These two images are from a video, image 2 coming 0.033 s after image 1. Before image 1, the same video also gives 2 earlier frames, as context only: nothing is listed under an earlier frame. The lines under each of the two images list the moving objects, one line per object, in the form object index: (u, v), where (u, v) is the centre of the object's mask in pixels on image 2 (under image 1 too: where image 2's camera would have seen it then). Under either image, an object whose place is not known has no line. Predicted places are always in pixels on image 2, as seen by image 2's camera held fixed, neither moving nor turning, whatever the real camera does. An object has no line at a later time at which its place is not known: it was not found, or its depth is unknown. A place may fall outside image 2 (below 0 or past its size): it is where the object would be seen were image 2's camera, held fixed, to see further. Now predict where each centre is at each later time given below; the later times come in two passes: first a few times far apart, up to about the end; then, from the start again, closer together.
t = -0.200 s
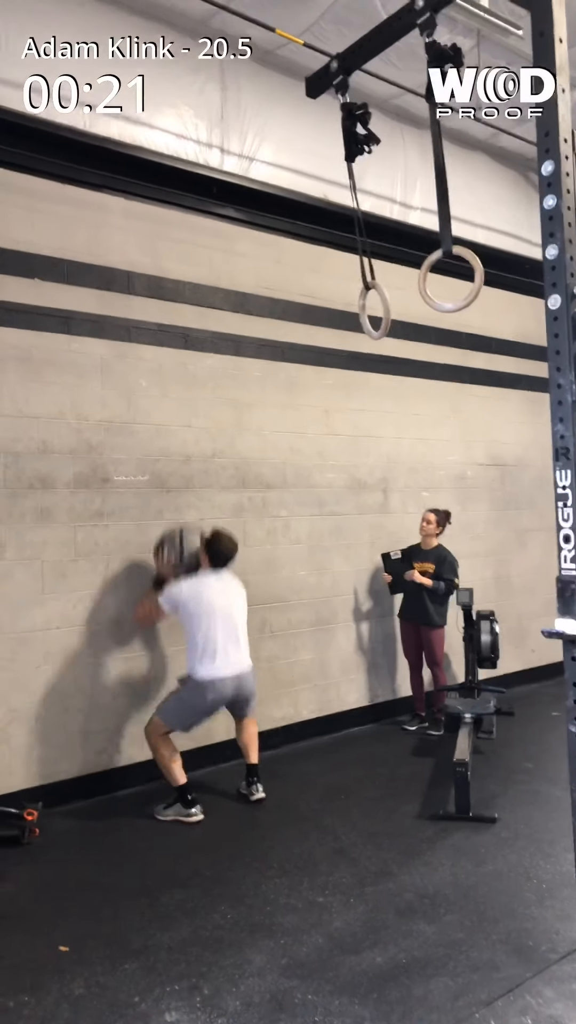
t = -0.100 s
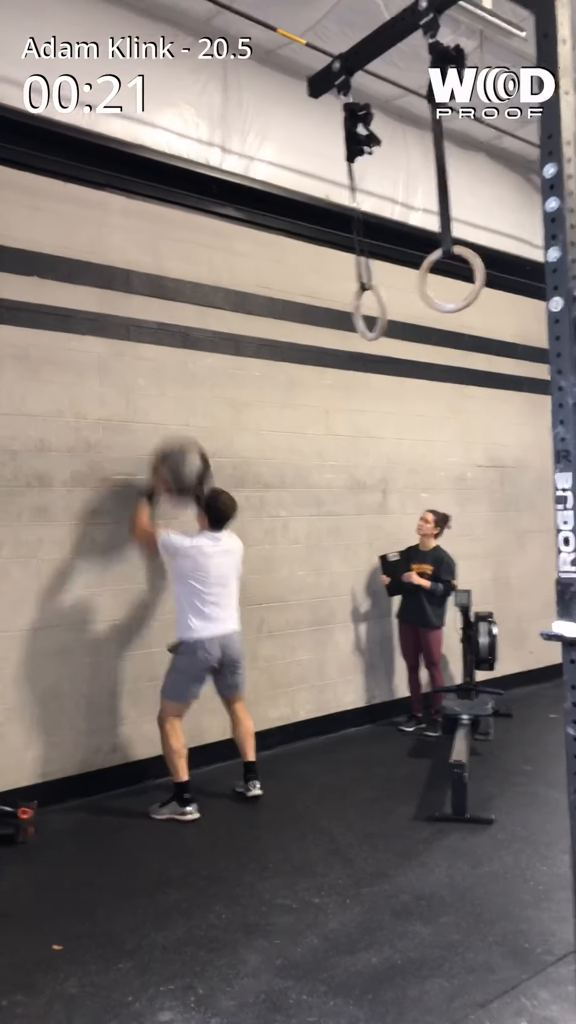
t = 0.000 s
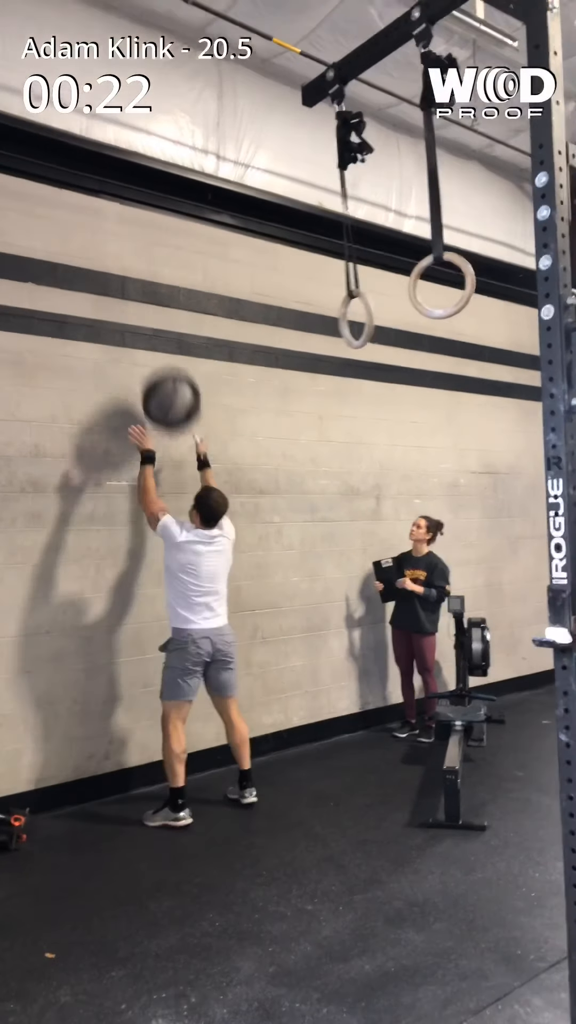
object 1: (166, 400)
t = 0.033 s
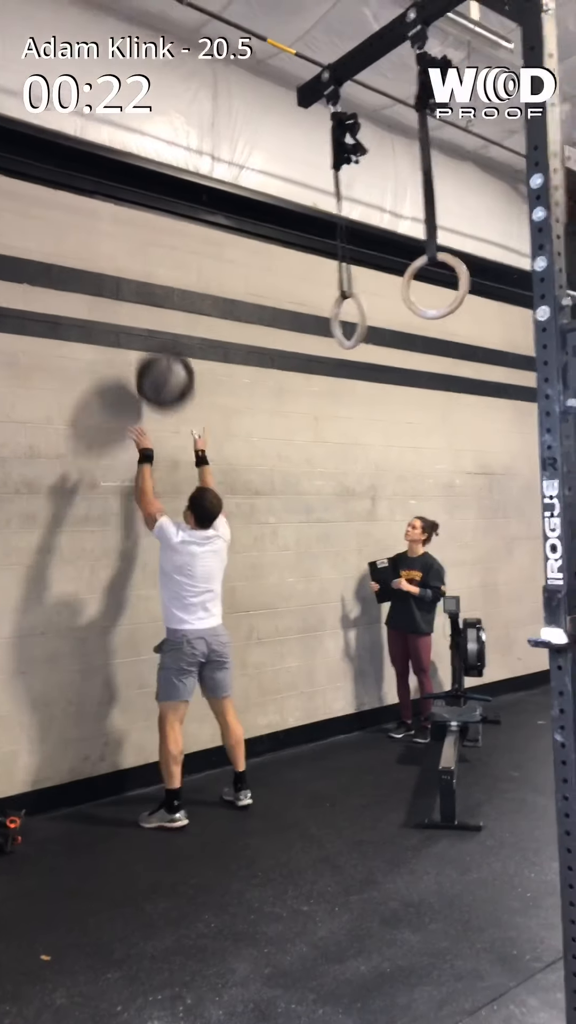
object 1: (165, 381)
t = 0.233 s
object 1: (157, 286)
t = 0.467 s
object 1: (153, 260)
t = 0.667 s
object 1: (159, 304)
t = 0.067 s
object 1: (164, 358)
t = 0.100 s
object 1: (163, 341)
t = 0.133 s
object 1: (161, 324)
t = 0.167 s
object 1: (160, 310)
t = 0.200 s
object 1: (158, 297)
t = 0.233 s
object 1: (157, 286)
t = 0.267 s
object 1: (157, 277)
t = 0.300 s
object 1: (155, 271)
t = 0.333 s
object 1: (154, 265)
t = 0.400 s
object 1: (153, 261)
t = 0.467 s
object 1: (153, 260)
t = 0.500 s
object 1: (155, 264)
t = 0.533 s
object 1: (156, 269)
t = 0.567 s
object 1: (156, 275)
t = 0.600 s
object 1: (157, 283)
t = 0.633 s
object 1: (158, 292)
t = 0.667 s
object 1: (159, 304)
